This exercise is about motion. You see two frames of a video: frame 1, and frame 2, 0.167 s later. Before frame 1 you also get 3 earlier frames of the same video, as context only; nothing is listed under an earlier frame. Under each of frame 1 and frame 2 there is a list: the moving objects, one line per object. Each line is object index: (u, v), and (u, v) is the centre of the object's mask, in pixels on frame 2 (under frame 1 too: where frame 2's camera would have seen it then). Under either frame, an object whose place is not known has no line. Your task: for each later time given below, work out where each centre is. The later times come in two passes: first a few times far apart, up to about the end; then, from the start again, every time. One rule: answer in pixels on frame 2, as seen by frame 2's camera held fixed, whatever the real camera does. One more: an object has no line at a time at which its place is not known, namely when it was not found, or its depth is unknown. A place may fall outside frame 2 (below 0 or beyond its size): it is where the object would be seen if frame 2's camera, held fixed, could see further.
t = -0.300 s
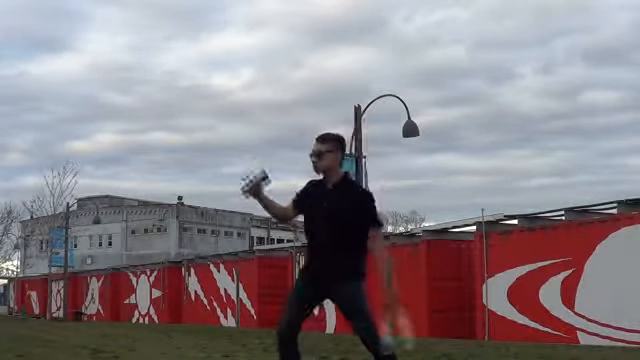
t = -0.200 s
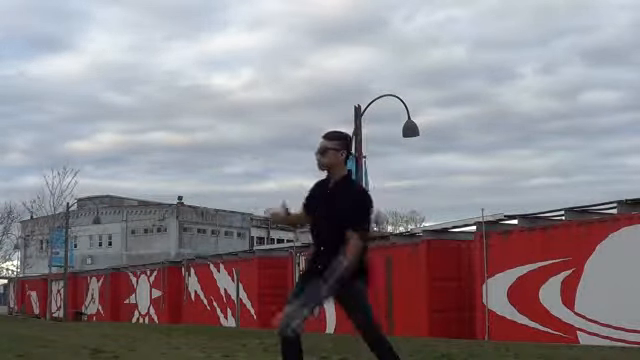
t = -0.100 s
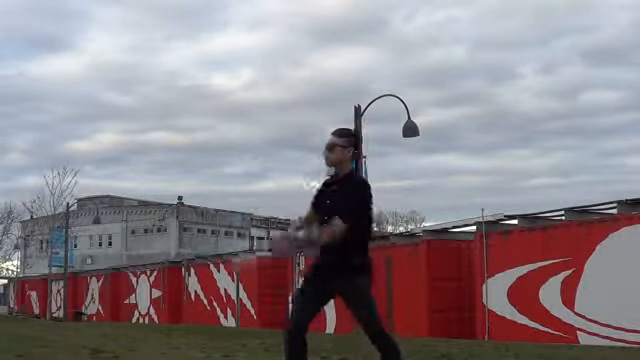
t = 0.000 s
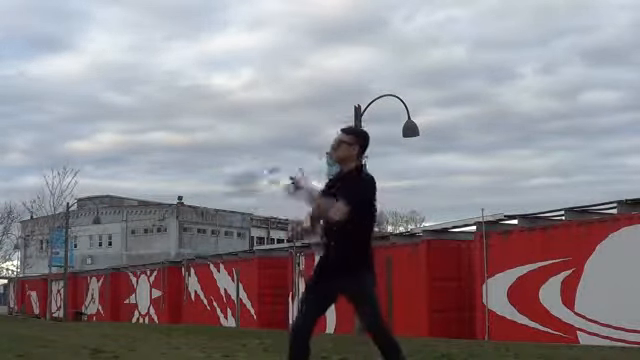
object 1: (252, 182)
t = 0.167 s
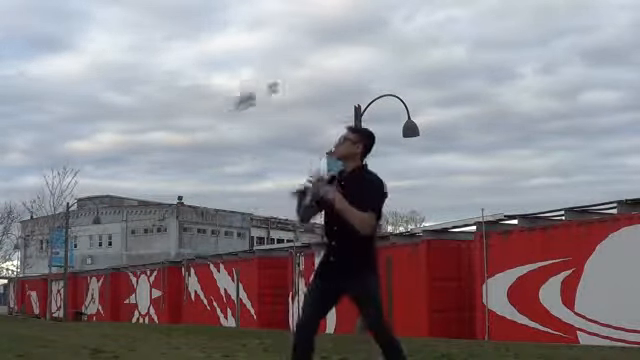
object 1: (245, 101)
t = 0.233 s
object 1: (252, 77)
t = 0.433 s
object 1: (250, 58)
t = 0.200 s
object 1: (251, 86)
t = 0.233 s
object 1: (252, 77)
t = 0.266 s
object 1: (250, 69)
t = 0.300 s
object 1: (252, 64)
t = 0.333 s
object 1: (250, 61)
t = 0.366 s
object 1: (250, 58)
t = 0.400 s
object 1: (250, 57)
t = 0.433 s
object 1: (250, 58)
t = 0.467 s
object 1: (250, 61)
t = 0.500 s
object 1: (250, 66)
